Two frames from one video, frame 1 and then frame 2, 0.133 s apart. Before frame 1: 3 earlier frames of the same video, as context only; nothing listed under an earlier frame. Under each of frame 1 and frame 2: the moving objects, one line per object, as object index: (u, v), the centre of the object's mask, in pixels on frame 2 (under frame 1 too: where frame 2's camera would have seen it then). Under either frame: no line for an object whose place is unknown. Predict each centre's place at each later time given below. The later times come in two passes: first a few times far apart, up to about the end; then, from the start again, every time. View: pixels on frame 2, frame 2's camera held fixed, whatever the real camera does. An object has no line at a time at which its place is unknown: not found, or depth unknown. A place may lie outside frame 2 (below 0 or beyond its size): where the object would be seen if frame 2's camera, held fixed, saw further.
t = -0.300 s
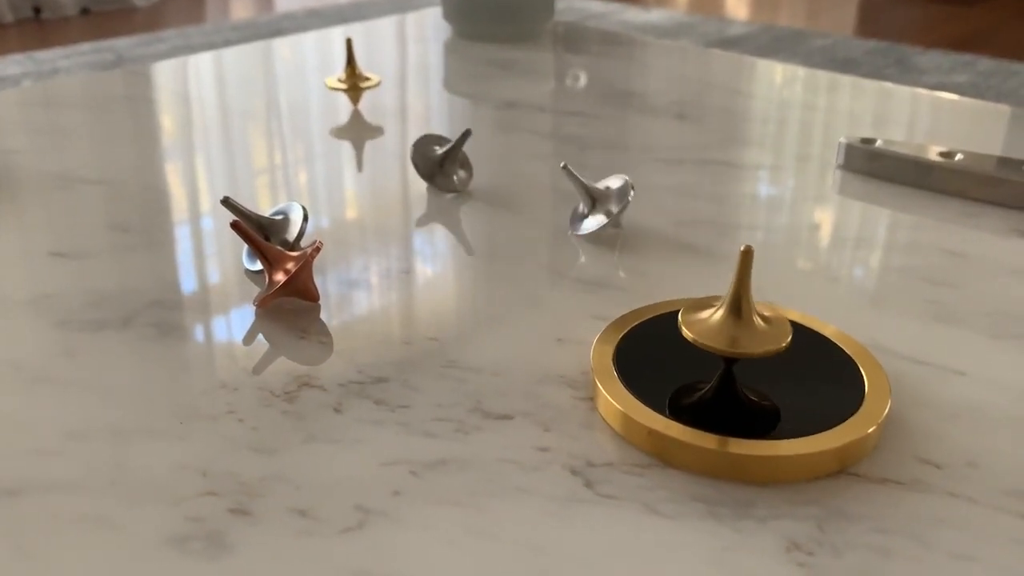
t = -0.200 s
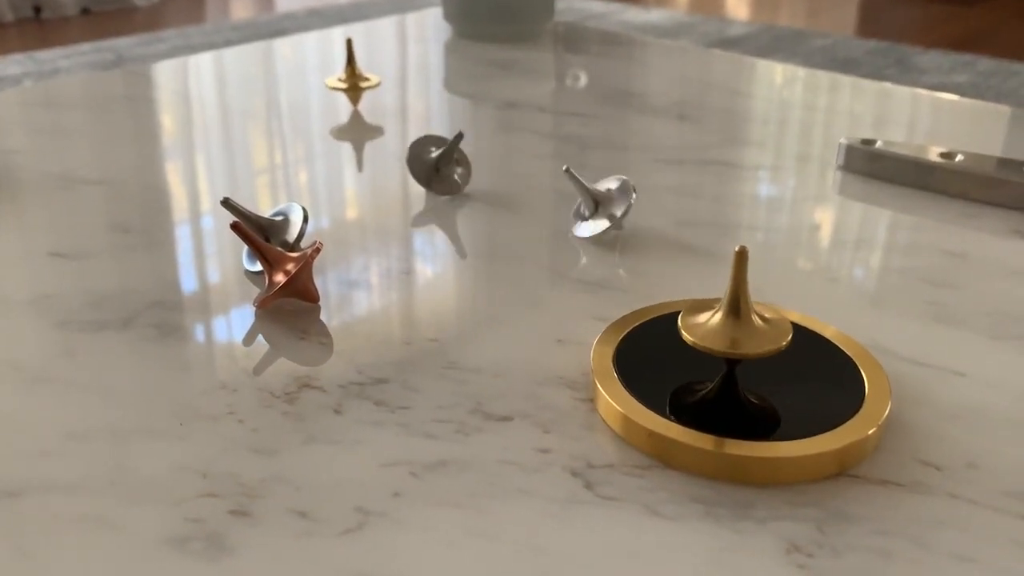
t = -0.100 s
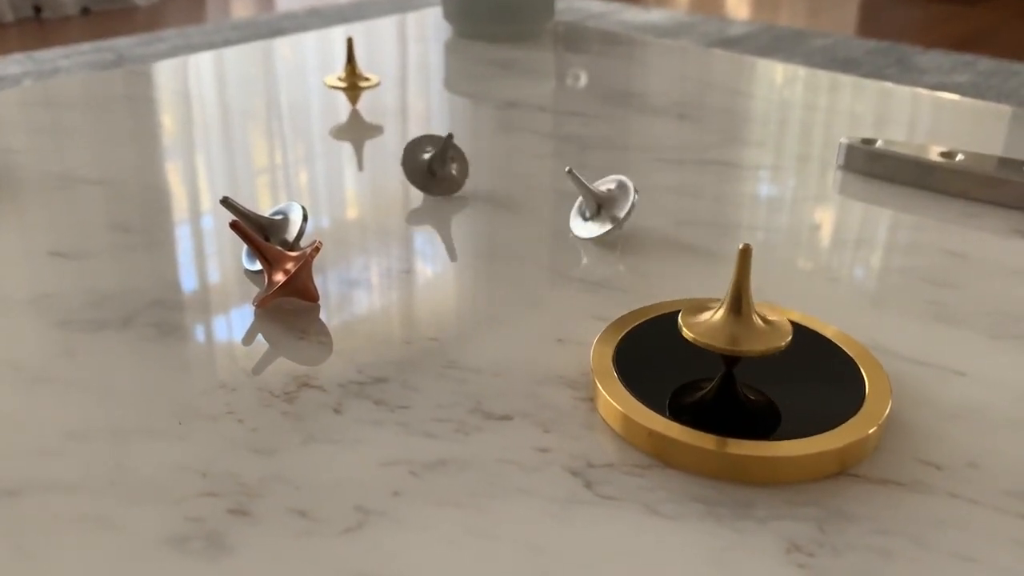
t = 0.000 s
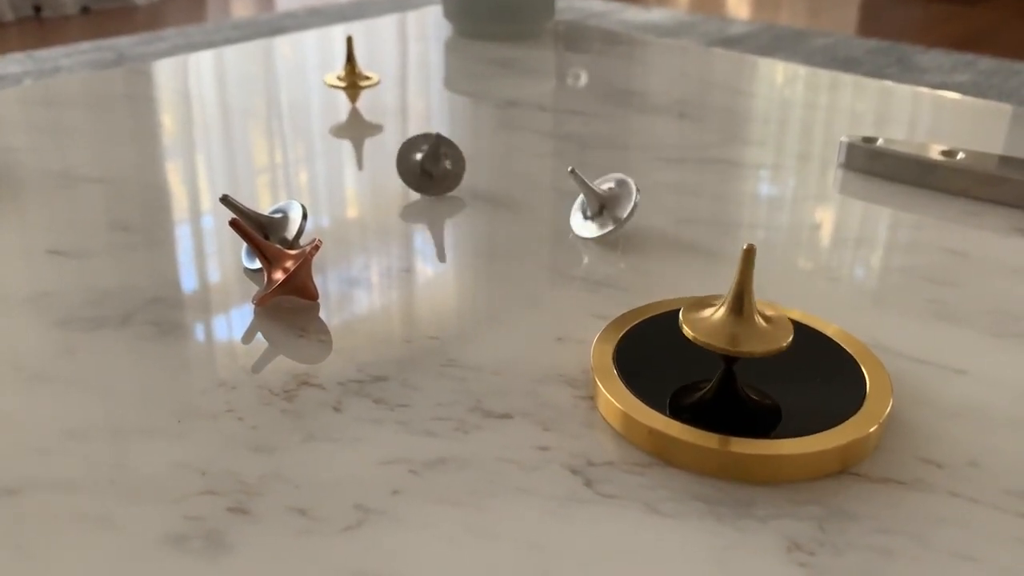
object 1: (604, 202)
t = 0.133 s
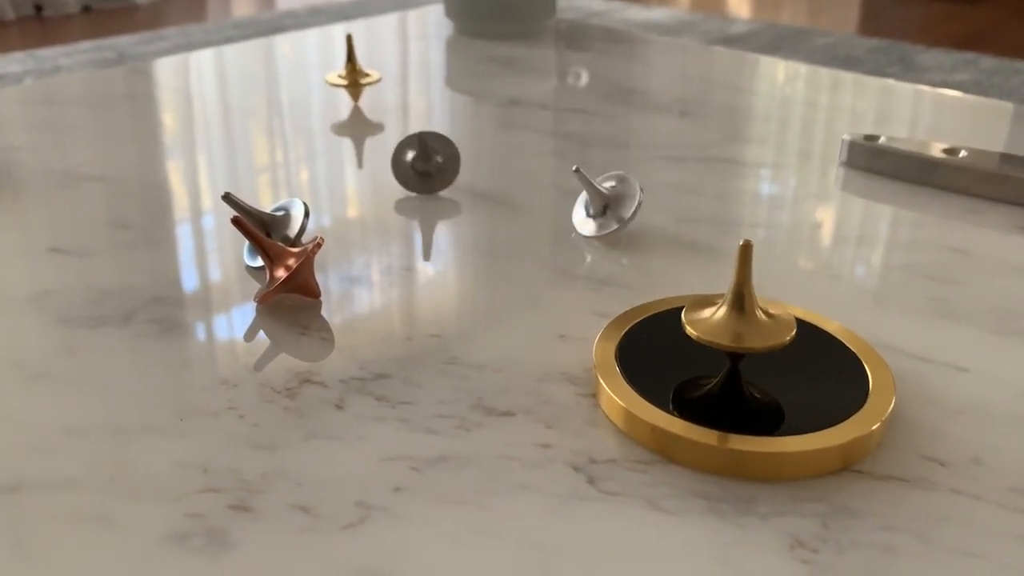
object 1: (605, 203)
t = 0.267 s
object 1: (606, 203)
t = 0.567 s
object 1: (604, 202)
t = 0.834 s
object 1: (602, 200)
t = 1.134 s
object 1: (599, 195)
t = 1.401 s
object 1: (600, 193)
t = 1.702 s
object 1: (604, 190)
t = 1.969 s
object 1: (612, 188)
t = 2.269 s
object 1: (616, 187)
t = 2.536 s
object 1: (612, 187)
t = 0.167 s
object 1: (606, 203)
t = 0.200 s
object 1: (606, 203)
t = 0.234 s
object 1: (606, 203)
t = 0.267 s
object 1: (606, 203)
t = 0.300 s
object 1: (606, 203)
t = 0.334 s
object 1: (606, 203)
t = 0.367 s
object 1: (606, 203)
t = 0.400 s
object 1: (606, 203)
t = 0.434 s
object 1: (605, 203)
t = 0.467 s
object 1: (605, 203)
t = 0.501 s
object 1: (605, 203)
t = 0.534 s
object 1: (605, 202)
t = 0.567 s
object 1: (604, 202)
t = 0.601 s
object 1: (604, 202)
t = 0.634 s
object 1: (604, 202)
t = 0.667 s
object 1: (603, 201)
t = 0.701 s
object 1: (603, 201)
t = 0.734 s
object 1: (602, 200)
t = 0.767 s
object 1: (602, 200)
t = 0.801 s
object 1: (602, 200)
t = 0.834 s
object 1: (602, 200)
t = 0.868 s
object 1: (601, 199)
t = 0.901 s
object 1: (601, 199)
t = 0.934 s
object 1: (600, 198)
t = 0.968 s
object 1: (600, 197)
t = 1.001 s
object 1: (600, 197)
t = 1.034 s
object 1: (600, 196)
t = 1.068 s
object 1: (599, 196)
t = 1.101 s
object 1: (599, 195)
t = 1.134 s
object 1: (599, 195)
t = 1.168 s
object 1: (599, 195)
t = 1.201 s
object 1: (599, 195)
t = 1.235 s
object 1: (599, 195)
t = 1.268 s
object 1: (599, 194)
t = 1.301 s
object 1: (599, 194)
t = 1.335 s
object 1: (599, 194)
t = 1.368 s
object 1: (599, 194)
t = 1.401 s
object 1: (600, 193)
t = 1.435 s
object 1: (600, 193)
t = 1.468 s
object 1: (600, 192)
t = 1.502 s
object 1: (601, 192)
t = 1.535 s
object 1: (602, 192)
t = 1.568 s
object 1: (602, 191)
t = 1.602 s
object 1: (602, 191)
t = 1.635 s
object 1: (603, 190)
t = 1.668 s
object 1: (603, 190)
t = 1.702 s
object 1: (604, 190)
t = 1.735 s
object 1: (605, 189)
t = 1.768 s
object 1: (606, 189)
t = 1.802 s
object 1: (607, 188)
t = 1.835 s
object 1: (608, 188)
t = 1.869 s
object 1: (609, 188)
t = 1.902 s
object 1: (610, 188)
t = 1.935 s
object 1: (611, 188)
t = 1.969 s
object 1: (612, 188)
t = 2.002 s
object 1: (613, 188)
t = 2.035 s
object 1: (614, 187)
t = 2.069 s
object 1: (614, 187)
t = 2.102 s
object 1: (615, 187)
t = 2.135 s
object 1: (615, 187)
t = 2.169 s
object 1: (616, 187)
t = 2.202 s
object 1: (616, 187)
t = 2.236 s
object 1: (616, 186)
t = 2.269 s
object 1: (616, 187)
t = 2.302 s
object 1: (616, 187)
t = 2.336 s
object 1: (616, 187)
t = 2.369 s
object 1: (615, 187)
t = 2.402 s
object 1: (615, 187)
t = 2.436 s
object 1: (614, 187)
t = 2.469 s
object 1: (613, 187)
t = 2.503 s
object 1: (613, 187)
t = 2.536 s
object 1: (612, 187)
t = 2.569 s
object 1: (611, 187)
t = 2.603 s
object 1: (610, 188)
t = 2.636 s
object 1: (609, 188)
